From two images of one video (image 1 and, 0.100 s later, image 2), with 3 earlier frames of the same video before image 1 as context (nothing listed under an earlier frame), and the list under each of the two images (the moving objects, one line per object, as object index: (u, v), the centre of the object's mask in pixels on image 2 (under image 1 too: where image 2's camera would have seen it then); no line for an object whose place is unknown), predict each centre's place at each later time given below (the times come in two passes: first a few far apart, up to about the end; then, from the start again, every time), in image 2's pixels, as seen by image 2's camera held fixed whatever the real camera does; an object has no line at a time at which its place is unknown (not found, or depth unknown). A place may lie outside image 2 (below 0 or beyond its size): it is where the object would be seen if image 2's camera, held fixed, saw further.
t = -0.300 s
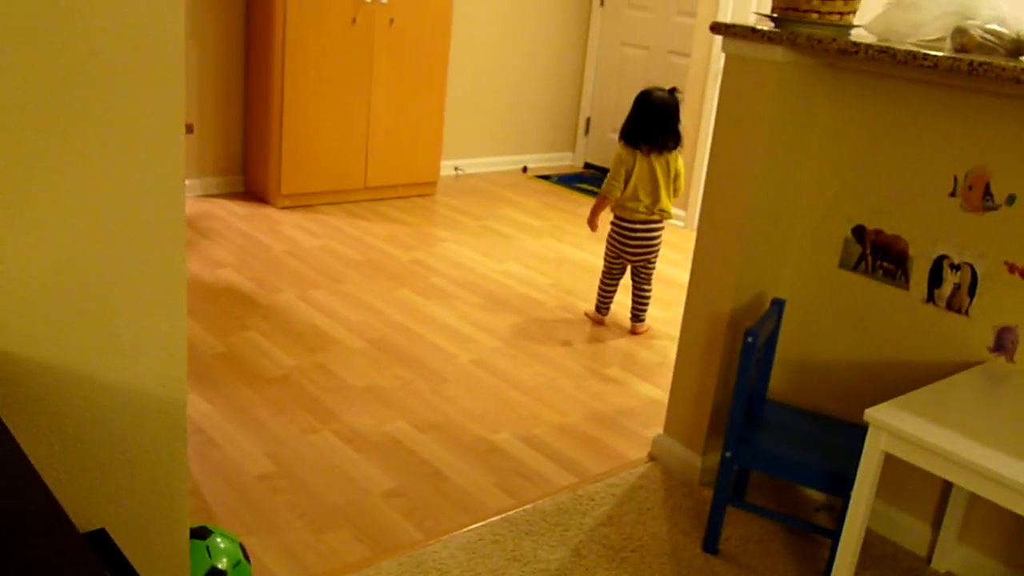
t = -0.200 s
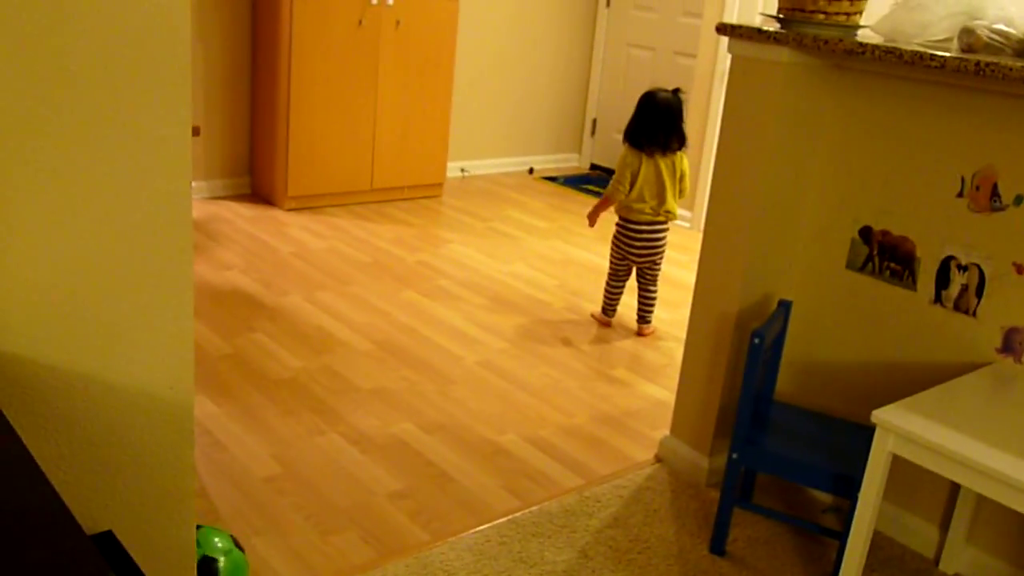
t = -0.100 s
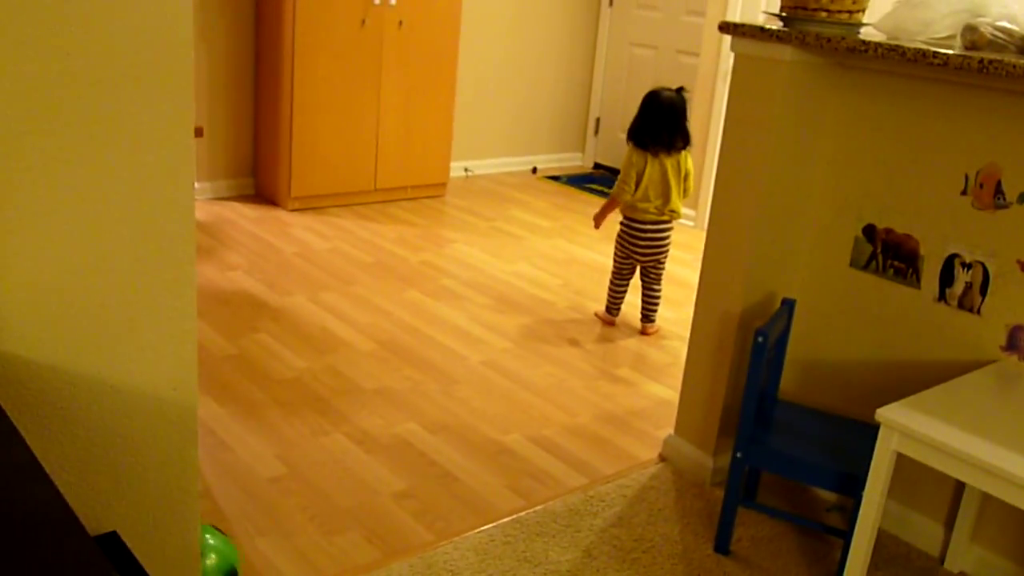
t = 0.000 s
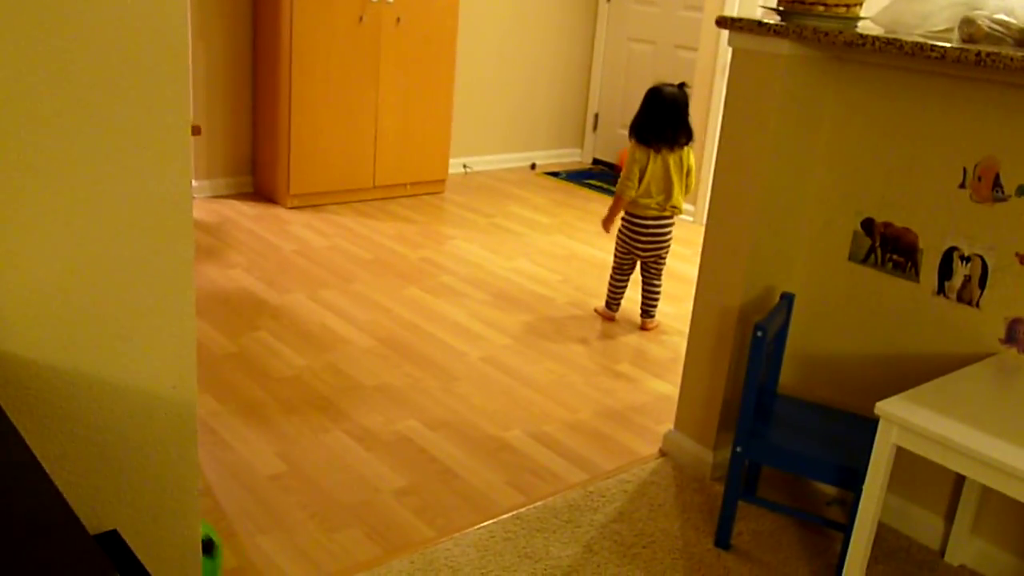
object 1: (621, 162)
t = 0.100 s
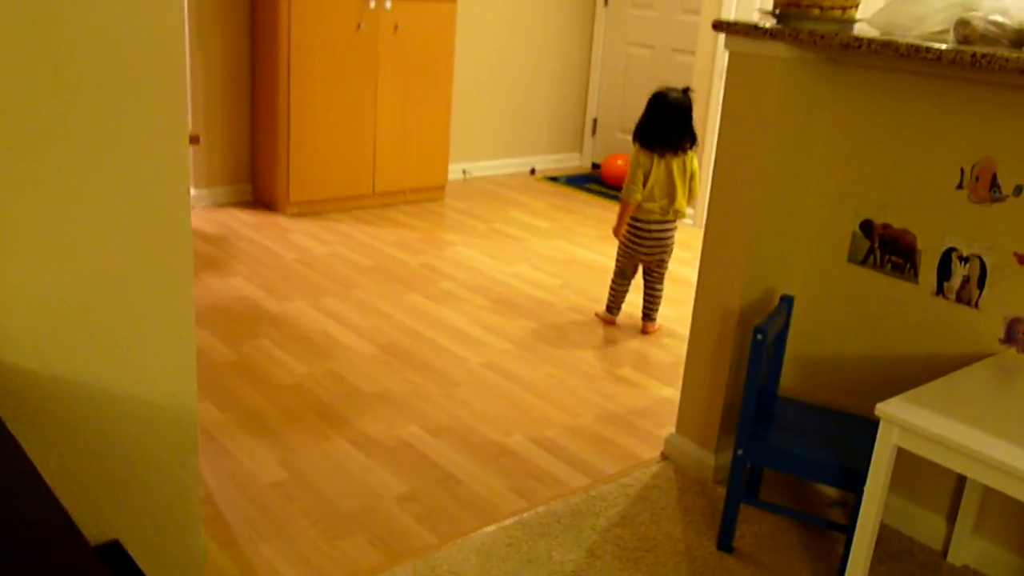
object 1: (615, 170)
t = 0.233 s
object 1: (606, 169)
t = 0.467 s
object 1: (586, 168)
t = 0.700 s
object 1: (566, 167)
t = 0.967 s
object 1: (540, 168)
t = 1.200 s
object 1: (520, 168)
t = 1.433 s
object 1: (502, 169)
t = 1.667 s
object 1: (485, 169)
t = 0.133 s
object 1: (615, 168)
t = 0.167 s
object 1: (612, 169)
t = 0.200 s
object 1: (609, 170)
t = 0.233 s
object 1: (606, 169)
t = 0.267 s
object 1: (604, 168)
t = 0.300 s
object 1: (600, 169)
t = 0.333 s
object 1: (598, 169)
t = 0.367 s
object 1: (595, 168)
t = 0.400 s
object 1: (591, 168)
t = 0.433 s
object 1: (589, 168)
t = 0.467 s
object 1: (586, 168)
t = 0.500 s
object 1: (583, 168)
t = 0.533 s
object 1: (580, 167)
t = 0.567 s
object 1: (577, 167)
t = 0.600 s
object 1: (574, 167)
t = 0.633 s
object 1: (572, 167)
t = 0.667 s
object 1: (568, 167)
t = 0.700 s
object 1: (566, 167)
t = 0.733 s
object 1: (563, 167)
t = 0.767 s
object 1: (559, 167)
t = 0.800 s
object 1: (556, 167)
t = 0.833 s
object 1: (553, 167)
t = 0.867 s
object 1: (550, 168)
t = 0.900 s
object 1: (547, 168)
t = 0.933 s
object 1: (544, 168)
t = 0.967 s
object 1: (540, 168)
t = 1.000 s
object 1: (537, 168)
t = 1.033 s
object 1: (534, 168)
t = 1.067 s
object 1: (531, 168)
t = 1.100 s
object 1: (528, 168)
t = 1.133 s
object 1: (525, 168)
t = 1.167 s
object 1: (522, 168)
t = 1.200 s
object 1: (520, 168)
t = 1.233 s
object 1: (517, 168)
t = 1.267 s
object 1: (514, 168)
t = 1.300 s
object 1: (512, 168)
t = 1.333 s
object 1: (509, 169)
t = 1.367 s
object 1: (507, 169)
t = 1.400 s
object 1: (504, 169)
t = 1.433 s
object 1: (502, 169)
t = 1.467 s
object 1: (500, 169)
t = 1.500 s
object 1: (497, 169)
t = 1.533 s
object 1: (495, 169)
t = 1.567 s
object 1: (493, 169)
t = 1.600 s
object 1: (490, 169)
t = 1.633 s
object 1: (488, 169)
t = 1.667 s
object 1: (485, 169)
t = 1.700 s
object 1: (483, 169)
